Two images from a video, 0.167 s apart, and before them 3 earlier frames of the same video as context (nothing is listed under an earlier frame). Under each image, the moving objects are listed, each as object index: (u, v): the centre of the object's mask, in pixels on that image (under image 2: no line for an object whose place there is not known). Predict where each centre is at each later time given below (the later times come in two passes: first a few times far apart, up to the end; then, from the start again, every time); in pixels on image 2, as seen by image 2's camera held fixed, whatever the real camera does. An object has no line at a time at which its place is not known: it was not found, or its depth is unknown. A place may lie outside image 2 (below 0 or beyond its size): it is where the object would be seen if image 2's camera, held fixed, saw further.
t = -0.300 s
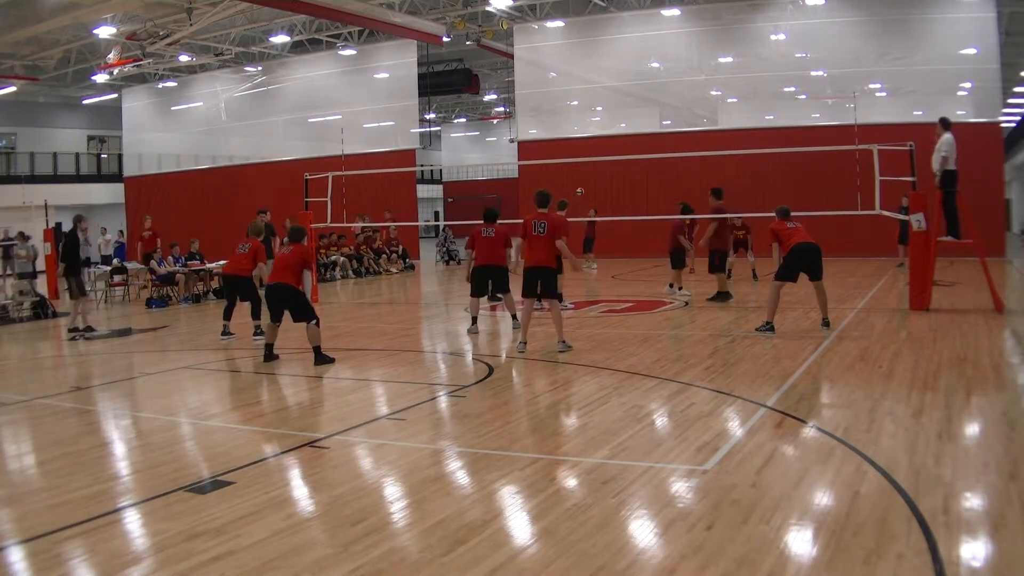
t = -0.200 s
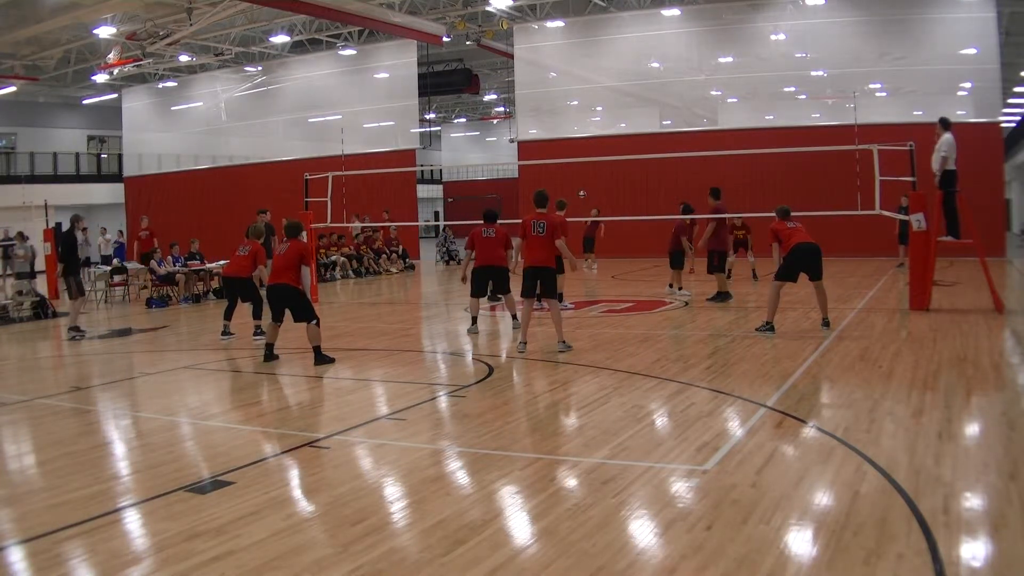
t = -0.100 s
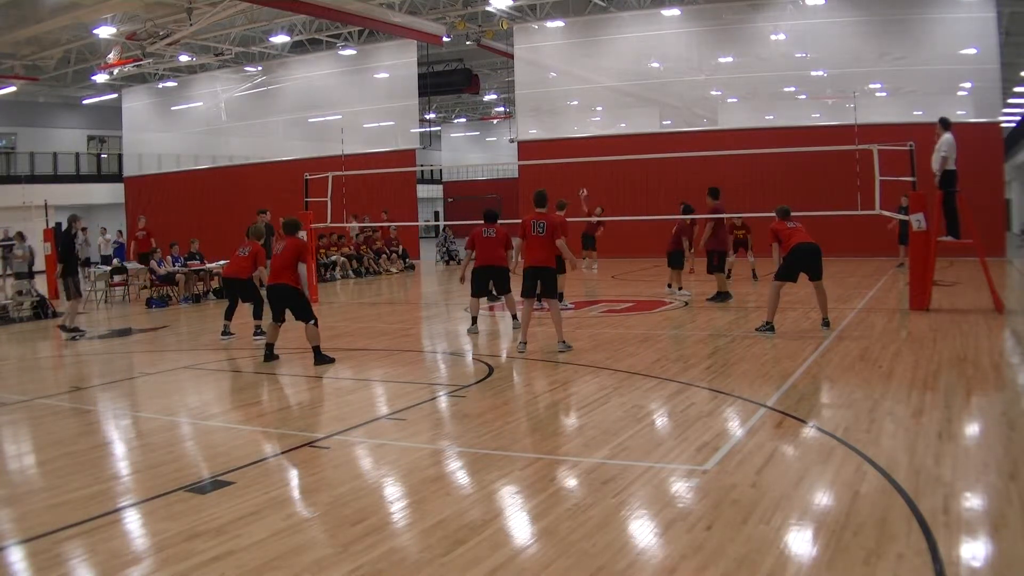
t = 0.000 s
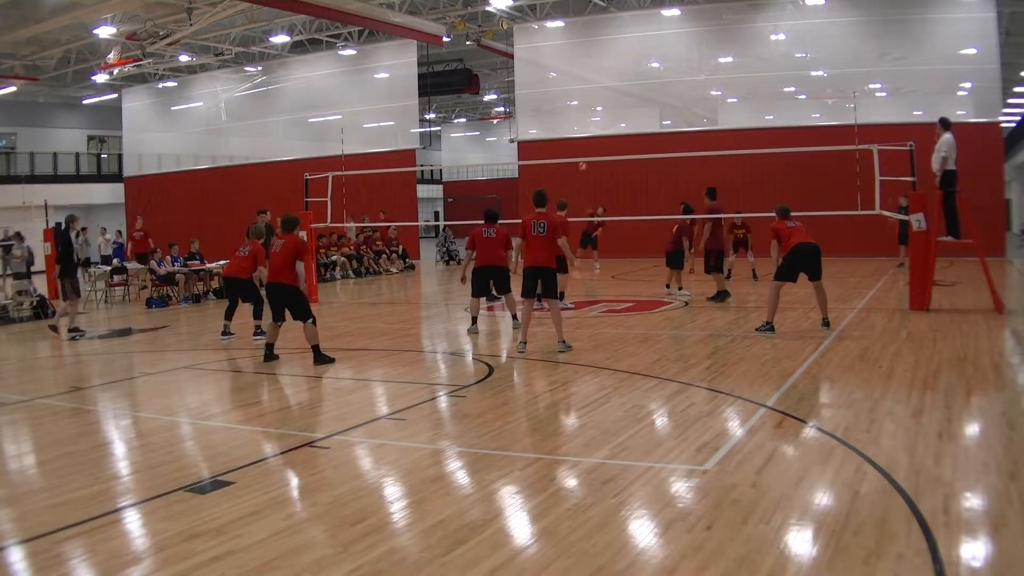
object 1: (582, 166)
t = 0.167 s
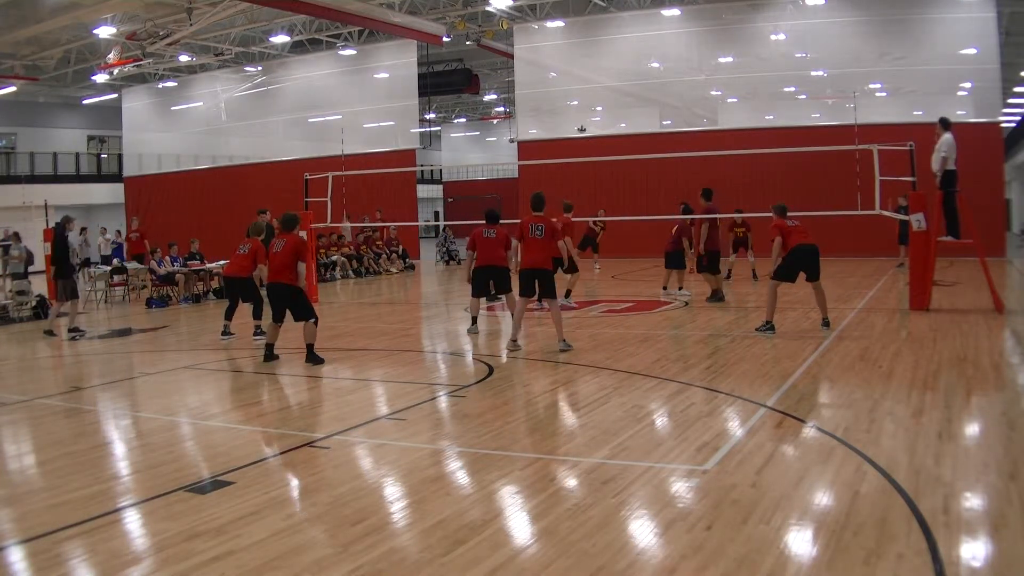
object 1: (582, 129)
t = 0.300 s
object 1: (582, 104)
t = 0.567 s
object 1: (586, 75)
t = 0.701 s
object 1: (591, 72)
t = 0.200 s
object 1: (581, 123)
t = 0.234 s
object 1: (581, 115)
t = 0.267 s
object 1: (582, 110)
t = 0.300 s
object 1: (582, 104)
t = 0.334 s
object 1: (582, 99)
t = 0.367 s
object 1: (582, 94)
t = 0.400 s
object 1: (583, 90)
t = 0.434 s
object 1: (583, 86)
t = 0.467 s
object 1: (584, 82)
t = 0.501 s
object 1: (585, 79)
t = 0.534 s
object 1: (585, 76)
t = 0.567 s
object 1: (586, 75)
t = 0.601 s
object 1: (588, 73)
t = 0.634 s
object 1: (589, 72)
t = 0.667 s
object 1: (590, 72)
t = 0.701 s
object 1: (591, 72)
